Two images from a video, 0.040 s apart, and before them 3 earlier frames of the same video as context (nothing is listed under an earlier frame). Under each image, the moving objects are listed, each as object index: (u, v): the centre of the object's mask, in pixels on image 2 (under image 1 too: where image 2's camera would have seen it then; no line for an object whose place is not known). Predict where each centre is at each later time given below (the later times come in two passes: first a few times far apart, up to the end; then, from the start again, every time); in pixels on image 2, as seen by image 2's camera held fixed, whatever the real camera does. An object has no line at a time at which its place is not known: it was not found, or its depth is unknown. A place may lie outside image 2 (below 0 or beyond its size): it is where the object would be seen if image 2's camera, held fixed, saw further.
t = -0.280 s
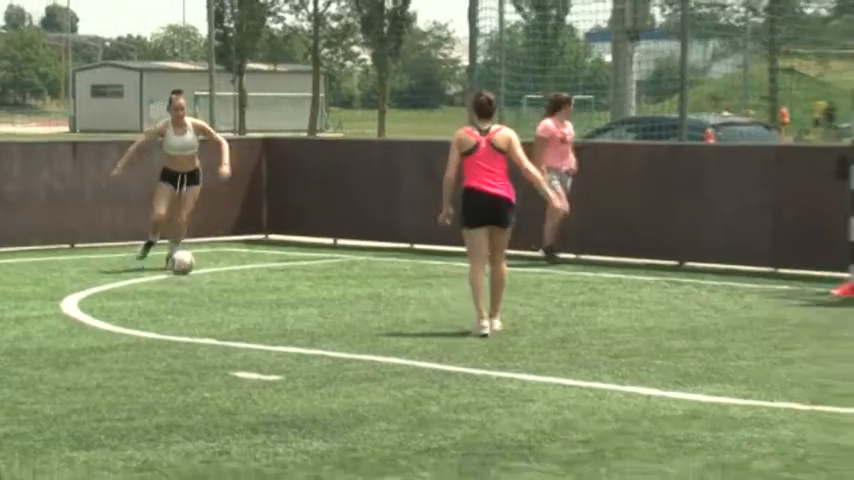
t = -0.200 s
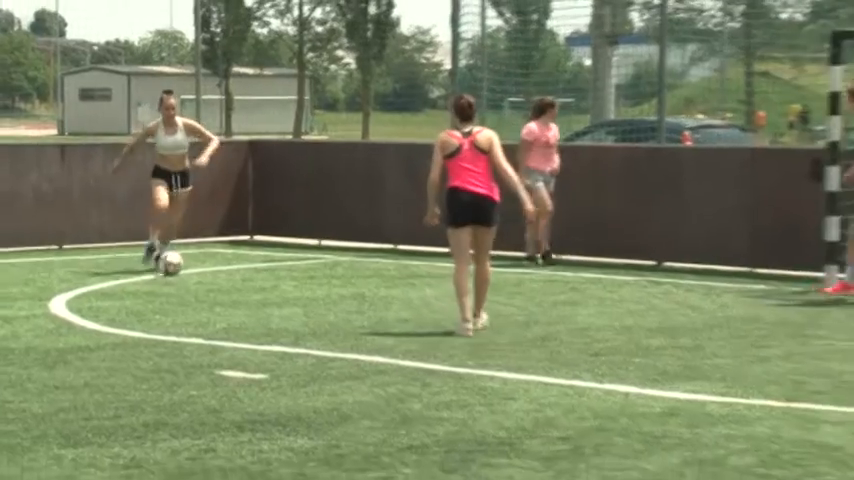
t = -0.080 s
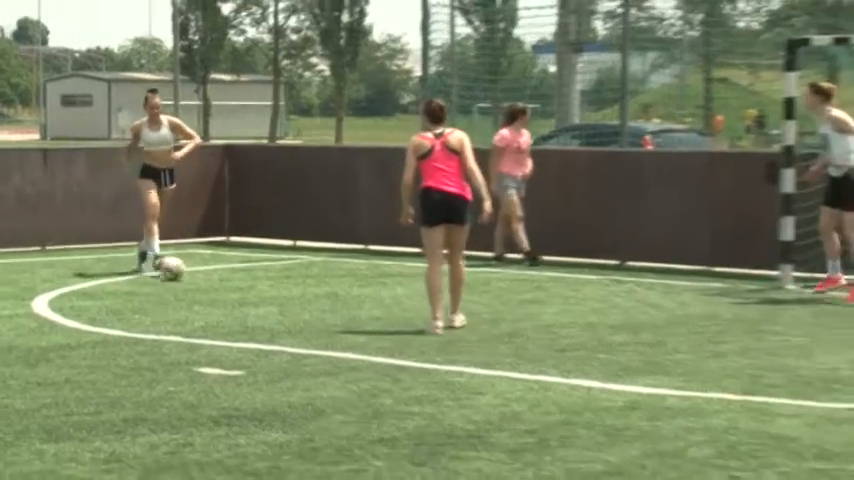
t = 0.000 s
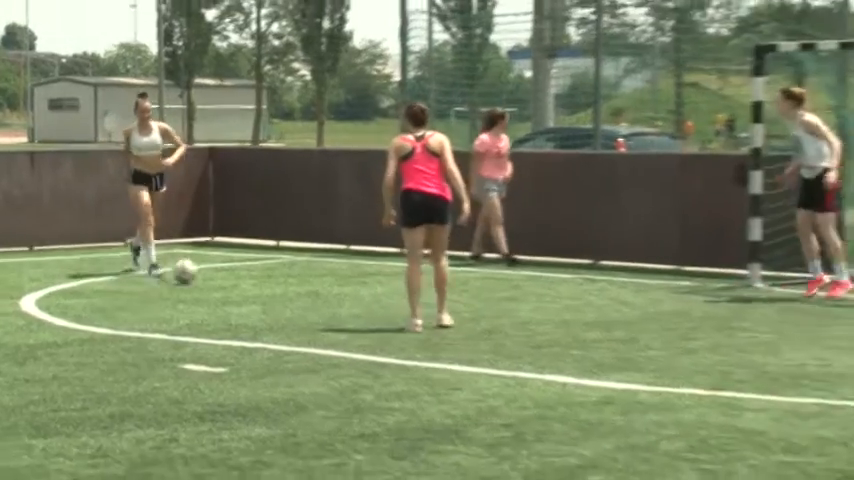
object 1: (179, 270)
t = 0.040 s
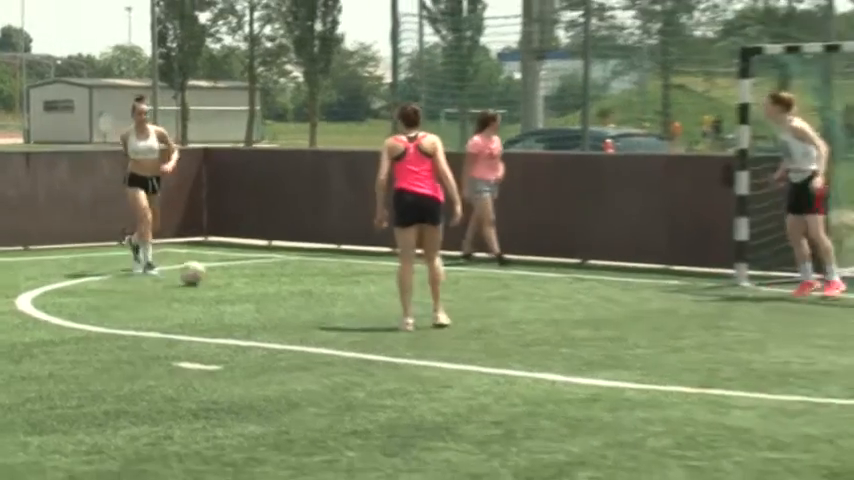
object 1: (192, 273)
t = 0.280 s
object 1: (267, 284)
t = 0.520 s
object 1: (332, 296)
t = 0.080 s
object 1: (205, 276)
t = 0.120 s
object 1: (218, 276)
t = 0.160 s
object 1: (231, 277)
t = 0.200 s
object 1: (243, 281)
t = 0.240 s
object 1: (255, 284)
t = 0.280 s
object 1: (267, 284)
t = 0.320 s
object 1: (279, 286)
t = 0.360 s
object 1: (289, 289)
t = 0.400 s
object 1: (300, 288)
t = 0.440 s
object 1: (311, 289)
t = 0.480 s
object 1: (322, 293)
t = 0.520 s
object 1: (332, 296)
